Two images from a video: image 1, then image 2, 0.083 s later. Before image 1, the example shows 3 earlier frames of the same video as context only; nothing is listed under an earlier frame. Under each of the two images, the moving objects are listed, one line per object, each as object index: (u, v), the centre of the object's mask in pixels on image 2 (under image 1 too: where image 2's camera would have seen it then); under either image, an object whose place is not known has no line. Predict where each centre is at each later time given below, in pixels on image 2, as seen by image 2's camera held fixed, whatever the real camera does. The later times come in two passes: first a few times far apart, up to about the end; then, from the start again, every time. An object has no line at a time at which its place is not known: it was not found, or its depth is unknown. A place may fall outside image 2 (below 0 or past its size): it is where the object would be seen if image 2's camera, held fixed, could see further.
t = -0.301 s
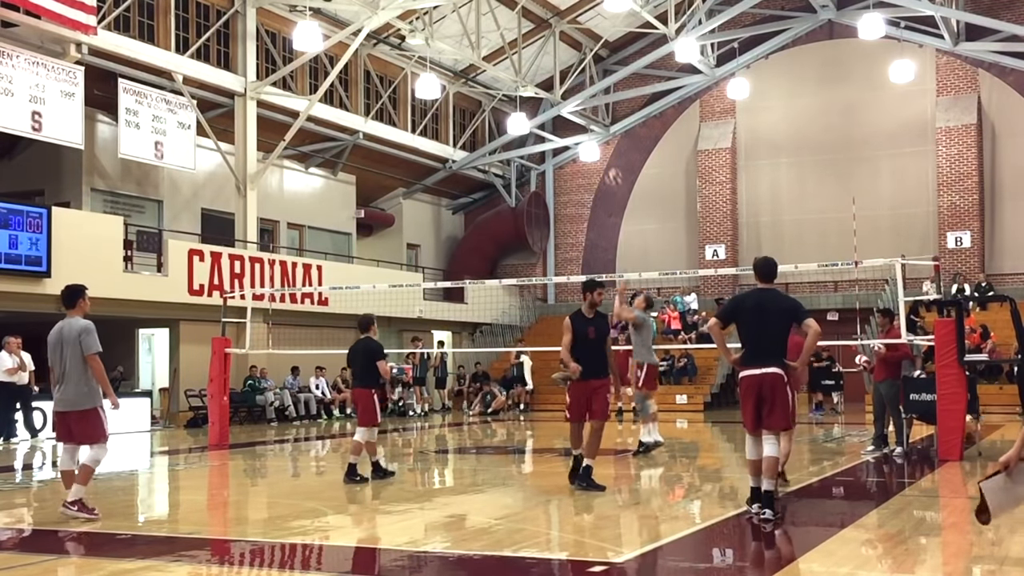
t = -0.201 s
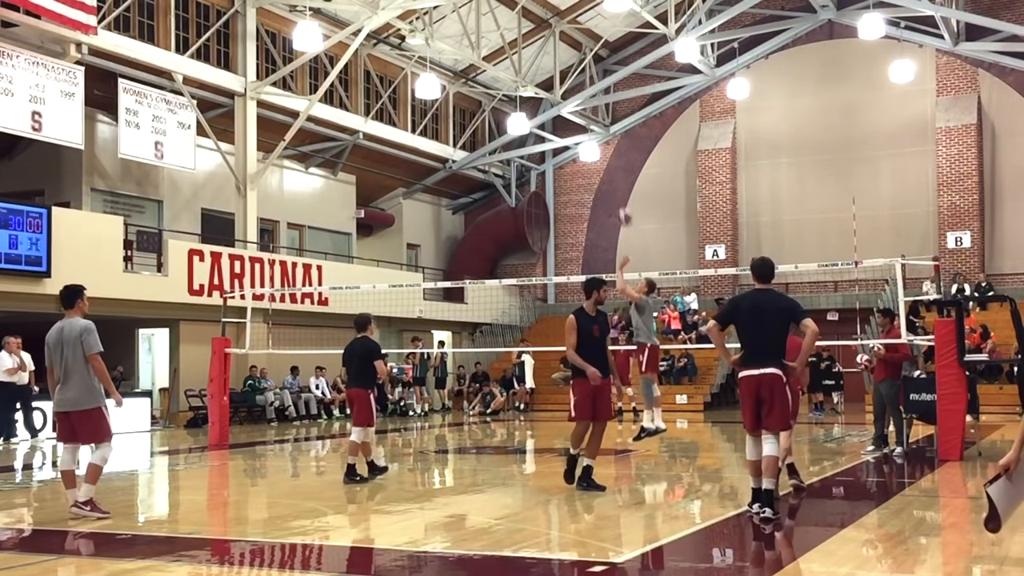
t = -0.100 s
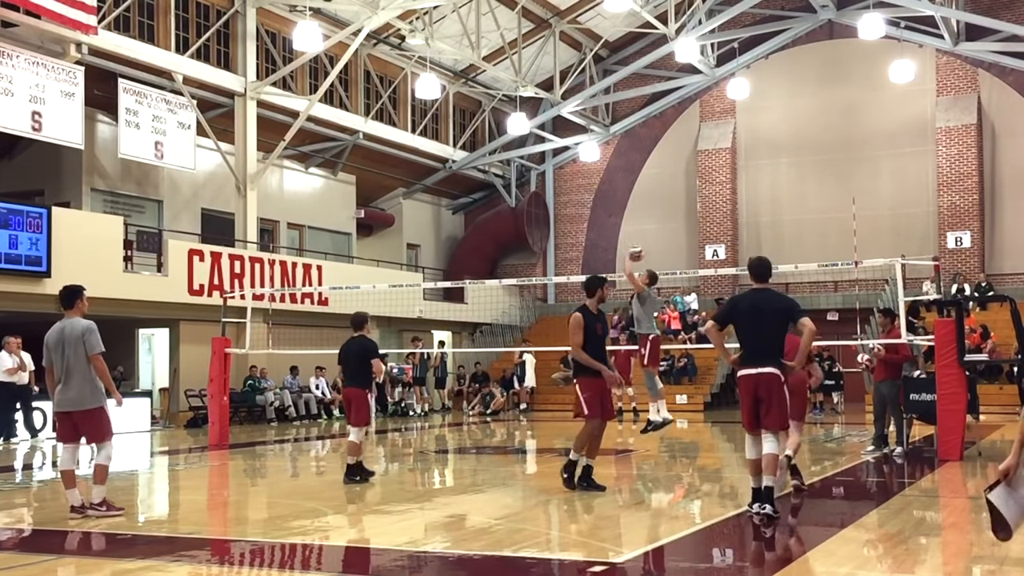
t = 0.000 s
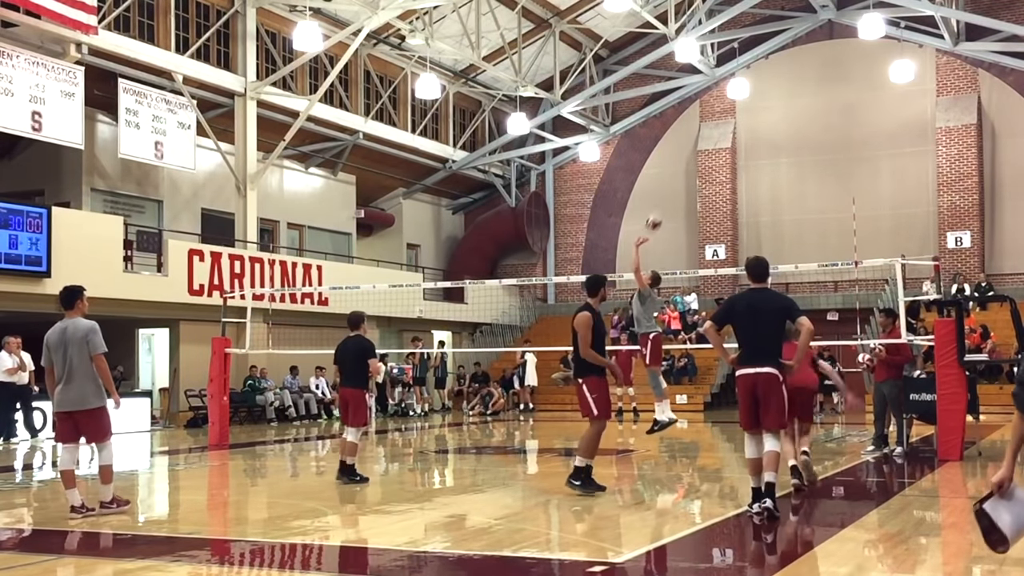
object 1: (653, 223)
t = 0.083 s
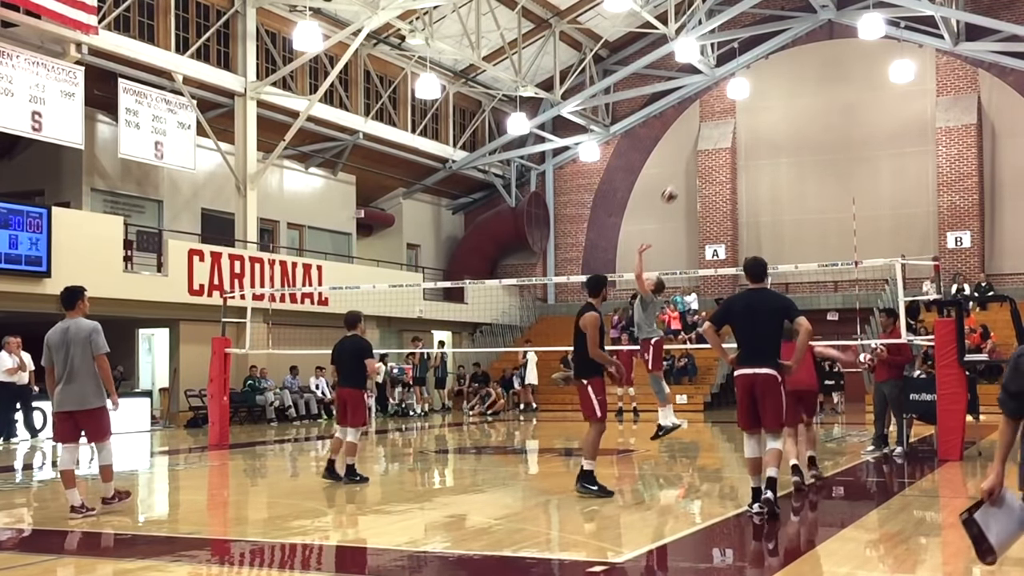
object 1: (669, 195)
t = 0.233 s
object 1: (697, 158)
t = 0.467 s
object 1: (742, 135)
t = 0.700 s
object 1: (787, 155)
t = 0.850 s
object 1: (818, 190)
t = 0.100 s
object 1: (672, 190)
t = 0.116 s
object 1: (675, 185)
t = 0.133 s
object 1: (678, 181)
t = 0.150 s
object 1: (682, 176)
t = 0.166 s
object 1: (685, 172)
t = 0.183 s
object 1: (688, 168)
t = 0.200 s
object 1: (691, 164)
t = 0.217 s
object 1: (694, 161)
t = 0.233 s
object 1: (697, 158)
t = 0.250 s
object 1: (700, 156)
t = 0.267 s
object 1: (703, 153)
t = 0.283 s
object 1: (707, 150)
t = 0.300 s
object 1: (710, 148)
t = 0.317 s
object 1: (713, 146)
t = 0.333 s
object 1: (716, 144)
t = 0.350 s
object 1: (719, 142)
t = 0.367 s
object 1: (723, 140)
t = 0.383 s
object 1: (726, 139)
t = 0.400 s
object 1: (729, 137)
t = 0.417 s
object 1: (732, 137)
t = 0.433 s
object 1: (736, 136)
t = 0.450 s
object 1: (739, 136)
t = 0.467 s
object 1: (742, 135)
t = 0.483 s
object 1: (745, 135)
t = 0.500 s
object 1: (748, 135)
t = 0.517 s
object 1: (751, 136)
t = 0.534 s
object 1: (755, 136)
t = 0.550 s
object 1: (758, 137)
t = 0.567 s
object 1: (761, 138)
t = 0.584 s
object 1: (764, 139)
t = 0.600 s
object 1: (768, 141)
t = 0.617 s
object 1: (771, 142)
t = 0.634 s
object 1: (774, 144)
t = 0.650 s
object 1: (777, 147)
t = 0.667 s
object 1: (781, 149)
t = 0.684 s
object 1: (784, 152)
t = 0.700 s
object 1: (787, 155)
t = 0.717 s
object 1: (790, 158)
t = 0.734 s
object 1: (794, 161)
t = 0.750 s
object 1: (797, 164)
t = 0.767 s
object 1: (801, 168)
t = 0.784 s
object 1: (804, 172)
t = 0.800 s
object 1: (808, 176)
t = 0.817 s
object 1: (811, 181)
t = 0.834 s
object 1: (814, 185)
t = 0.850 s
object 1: (818, 190)
